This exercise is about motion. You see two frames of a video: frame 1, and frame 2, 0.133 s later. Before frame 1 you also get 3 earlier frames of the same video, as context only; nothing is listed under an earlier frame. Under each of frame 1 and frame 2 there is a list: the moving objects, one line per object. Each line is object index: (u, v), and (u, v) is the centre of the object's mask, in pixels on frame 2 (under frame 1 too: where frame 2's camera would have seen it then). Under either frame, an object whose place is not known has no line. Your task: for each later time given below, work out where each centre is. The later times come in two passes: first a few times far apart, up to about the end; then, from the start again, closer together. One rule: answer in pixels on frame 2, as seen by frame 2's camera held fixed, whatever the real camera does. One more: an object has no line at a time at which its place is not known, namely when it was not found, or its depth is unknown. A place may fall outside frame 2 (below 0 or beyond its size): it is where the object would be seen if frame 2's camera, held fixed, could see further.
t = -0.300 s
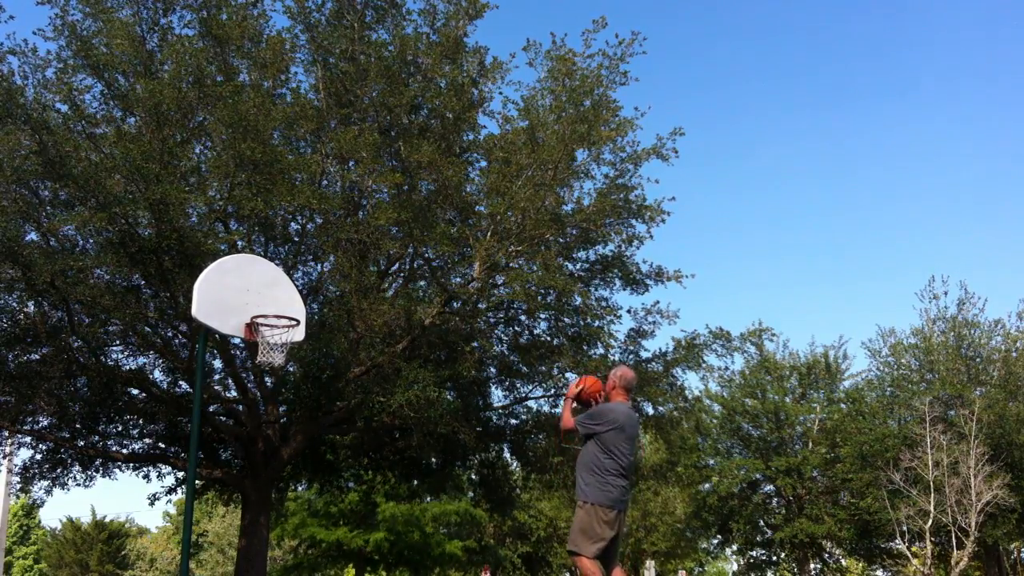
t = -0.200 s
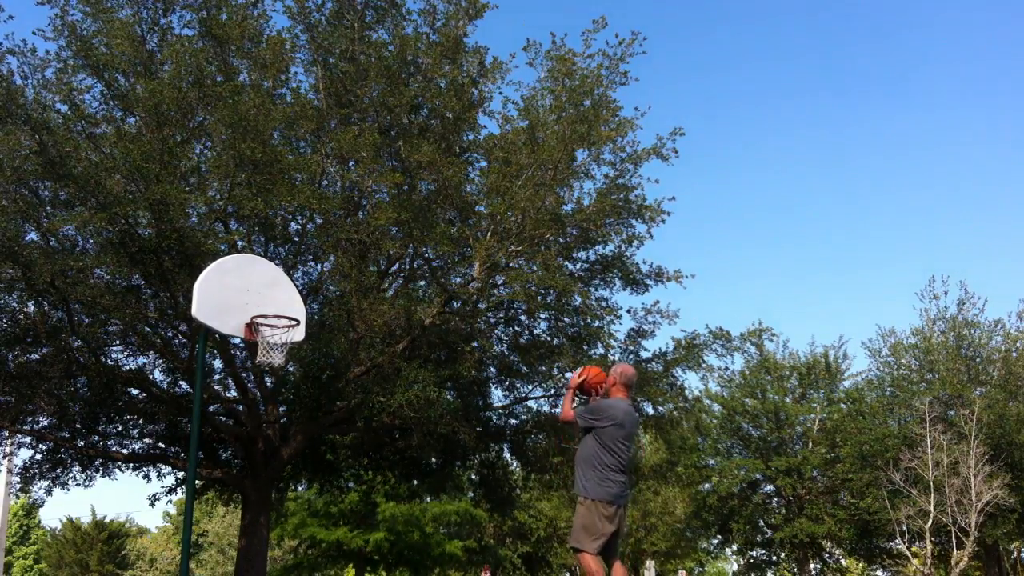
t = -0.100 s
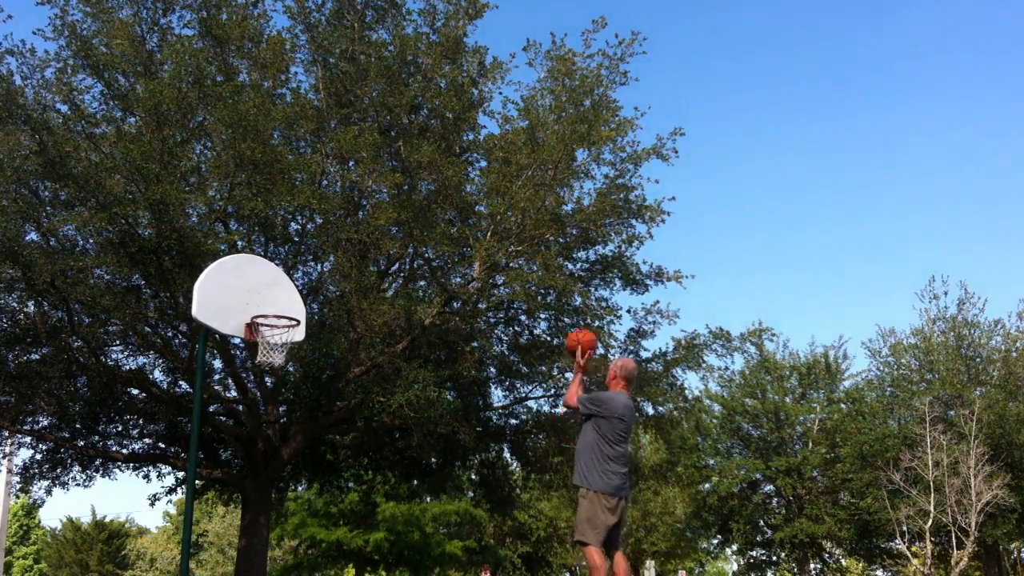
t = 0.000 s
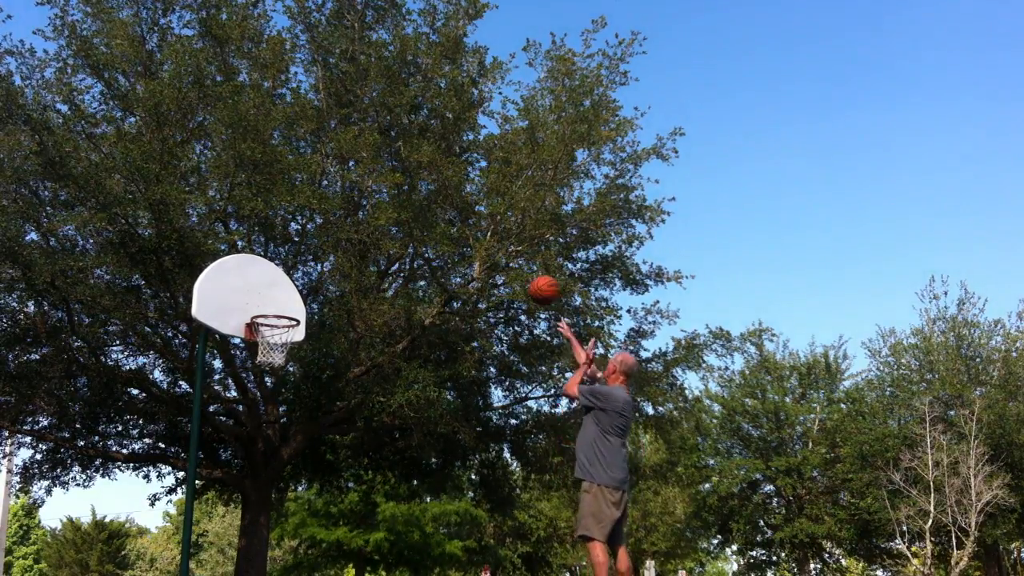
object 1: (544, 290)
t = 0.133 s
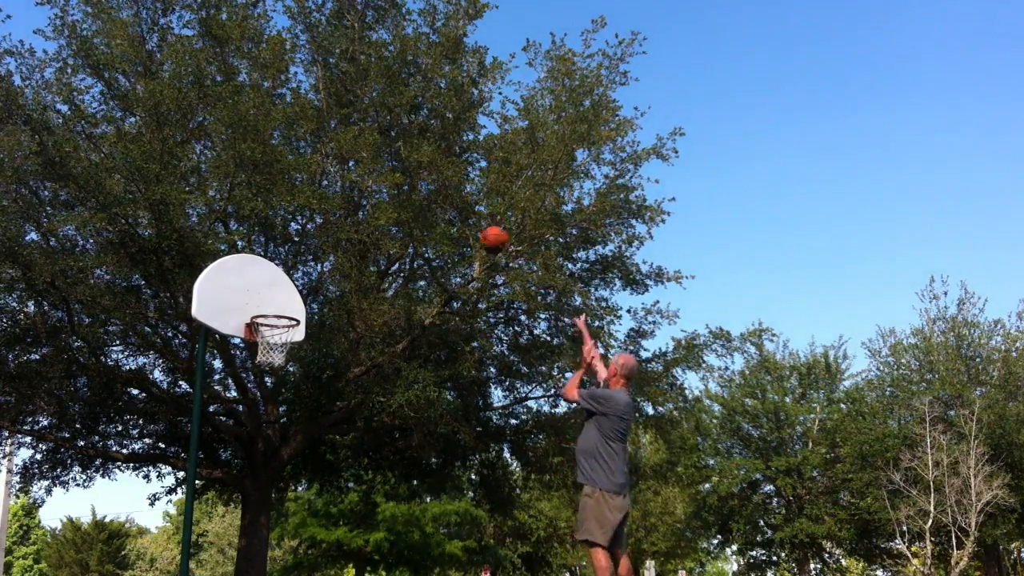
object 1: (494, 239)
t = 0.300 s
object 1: (438, 209)
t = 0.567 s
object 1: (360, 219)
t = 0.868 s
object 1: (282, 309)
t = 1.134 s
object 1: (268, 392)
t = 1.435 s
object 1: (267, 559)
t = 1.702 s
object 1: (285, 532)
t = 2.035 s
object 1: (319, 453)
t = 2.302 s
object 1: (344, 476)
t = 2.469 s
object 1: (360, 542)
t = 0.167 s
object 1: (482, 231)
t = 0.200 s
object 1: (470, 223)
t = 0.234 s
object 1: (460, 217)
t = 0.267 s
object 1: (448, 212)
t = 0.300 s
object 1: (438, 209)
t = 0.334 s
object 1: (428, 205)
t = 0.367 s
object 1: (417, 204)
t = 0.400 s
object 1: (408, 204)
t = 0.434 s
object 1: (397, 205)
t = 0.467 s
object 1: (388, 208)
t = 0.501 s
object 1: (382, 210)
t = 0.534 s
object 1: (370, 215)
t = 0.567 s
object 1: (360, 219)
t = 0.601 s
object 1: (352, 222)
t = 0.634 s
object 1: (342, 232)
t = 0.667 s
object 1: (333, 240)
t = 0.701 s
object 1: (325, 249)
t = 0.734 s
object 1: (316, 258)
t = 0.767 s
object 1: (307, 270)
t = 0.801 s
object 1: (298, 282)
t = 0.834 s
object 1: (290, 295)
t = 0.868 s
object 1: (282, 309)
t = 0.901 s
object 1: (273, 324)
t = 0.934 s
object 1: (270, 332)
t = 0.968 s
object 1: (269, 344)
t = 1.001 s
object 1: (268, 361)
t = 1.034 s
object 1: (269, 363)
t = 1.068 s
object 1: (268, 370)
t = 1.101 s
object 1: (268, 381)
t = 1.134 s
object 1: (268, 392)
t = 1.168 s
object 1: (268, 404)
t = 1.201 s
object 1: (268, 419)
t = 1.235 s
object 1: (268, 434)
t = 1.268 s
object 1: (268, 451)
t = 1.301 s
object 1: (268, 470)
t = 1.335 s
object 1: (268, 488)
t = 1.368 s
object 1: (268, 511)
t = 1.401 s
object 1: (268, 535)
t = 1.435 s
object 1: (267, 559)
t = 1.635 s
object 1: (278, 561)
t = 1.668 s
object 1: (281, 545)
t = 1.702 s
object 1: (285, 532)
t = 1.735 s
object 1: (289, 518)
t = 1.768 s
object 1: (293, 506)
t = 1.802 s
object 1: (296, 495)
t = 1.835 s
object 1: (299, 486)
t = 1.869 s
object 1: (302, 478)
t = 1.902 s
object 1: (306, 470)
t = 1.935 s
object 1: (309, 464)
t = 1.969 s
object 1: (312, 459)
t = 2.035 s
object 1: (319, 453)
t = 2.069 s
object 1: (322, 451)
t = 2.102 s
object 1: (325, 450)
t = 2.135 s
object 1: (329, 451)
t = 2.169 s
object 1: (332, 454)
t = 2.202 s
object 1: (335, 458)
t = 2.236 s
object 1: (338, 462)
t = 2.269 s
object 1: (342, 469)
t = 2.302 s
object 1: (344, 476)
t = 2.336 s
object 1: (348, 487)
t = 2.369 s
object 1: (350, 498)
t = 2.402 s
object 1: (355, 511)
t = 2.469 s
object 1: (360, 542)
